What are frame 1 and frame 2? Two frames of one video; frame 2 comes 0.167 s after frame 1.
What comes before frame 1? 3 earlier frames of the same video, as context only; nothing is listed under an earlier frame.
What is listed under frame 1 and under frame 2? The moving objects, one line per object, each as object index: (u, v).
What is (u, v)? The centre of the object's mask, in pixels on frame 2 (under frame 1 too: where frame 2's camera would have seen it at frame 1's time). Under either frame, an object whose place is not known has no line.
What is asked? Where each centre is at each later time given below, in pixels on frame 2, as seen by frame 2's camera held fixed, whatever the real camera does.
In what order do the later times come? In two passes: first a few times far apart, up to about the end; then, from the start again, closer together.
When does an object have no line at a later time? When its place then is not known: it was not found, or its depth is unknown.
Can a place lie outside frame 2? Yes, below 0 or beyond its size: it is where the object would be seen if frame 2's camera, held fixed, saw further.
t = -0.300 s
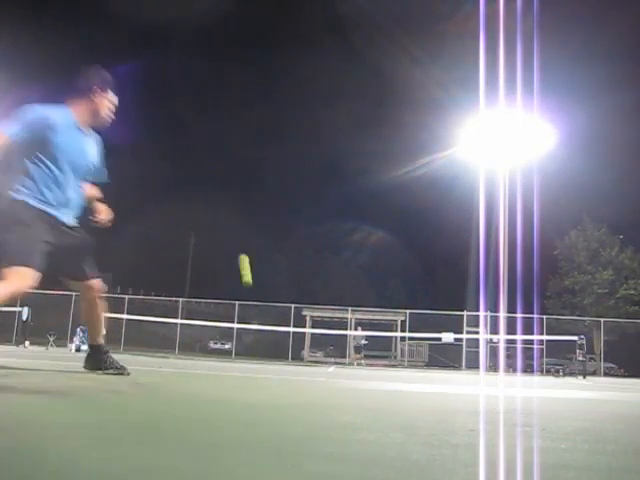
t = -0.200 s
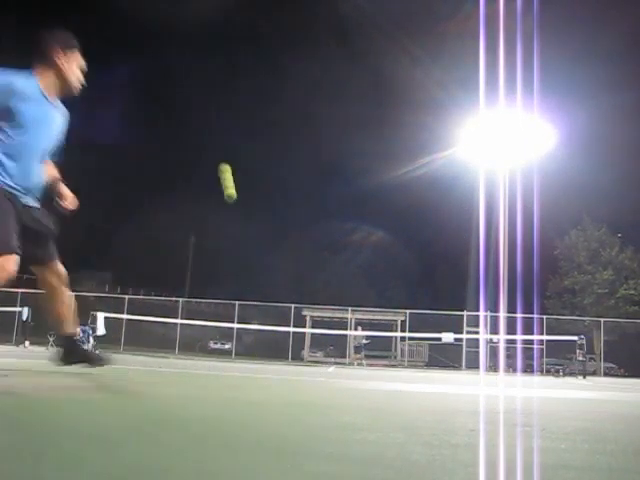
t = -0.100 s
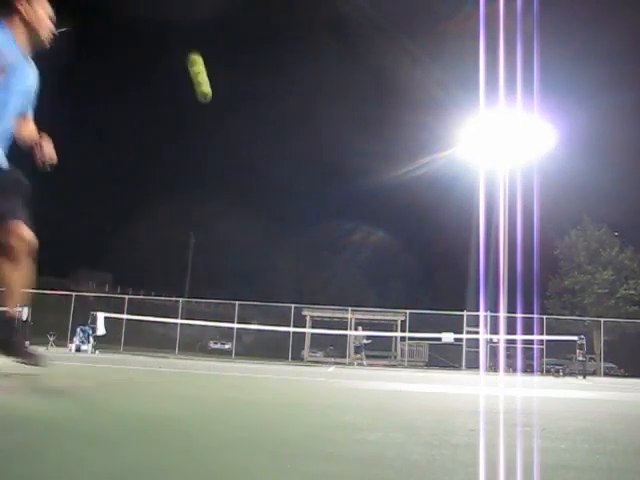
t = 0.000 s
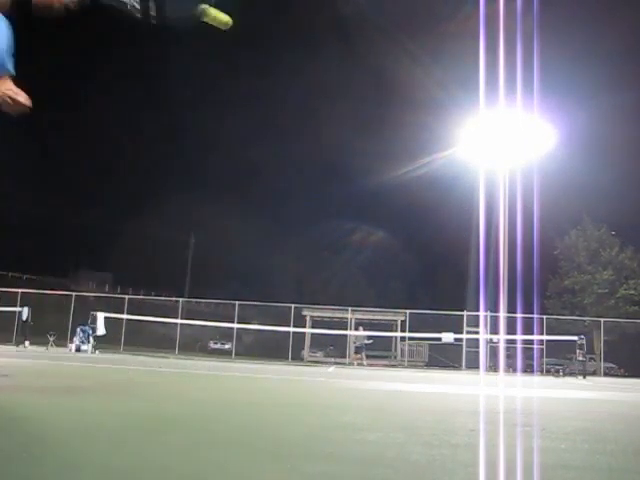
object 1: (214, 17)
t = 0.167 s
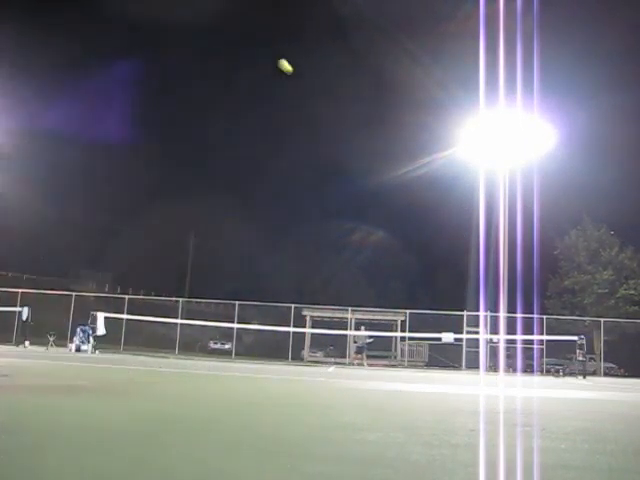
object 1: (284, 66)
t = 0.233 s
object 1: (297, 83)
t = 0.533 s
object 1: (326, 155)
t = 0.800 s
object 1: (336, 220)
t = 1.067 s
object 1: (341, 288)
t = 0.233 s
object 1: (297, 83)
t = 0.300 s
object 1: (306, 99)
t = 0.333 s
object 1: (310, 107)
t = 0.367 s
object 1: (314, 115)
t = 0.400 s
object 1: (316, 123)
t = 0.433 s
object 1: (319, 131)
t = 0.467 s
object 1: (322, 139)
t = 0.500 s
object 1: (324, 146)
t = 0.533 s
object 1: (326, 155)
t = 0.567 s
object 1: (327, 163)
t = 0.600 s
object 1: (329, 171)
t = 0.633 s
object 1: (330, 179)
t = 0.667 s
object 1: (331, 187)
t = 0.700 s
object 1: (333, 195)
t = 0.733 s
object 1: (334, 204)
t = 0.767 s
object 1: (335, 212)
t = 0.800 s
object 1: (336, 220)
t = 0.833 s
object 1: (337, 229)
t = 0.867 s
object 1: (338, 237)
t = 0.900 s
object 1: (338, 245)
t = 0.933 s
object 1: (339, 254)
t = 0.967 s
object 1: (340, 262)
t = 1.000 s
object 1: (340, 271)
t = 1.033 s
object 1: (341, 279)
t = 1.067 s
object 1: (341, 288)
